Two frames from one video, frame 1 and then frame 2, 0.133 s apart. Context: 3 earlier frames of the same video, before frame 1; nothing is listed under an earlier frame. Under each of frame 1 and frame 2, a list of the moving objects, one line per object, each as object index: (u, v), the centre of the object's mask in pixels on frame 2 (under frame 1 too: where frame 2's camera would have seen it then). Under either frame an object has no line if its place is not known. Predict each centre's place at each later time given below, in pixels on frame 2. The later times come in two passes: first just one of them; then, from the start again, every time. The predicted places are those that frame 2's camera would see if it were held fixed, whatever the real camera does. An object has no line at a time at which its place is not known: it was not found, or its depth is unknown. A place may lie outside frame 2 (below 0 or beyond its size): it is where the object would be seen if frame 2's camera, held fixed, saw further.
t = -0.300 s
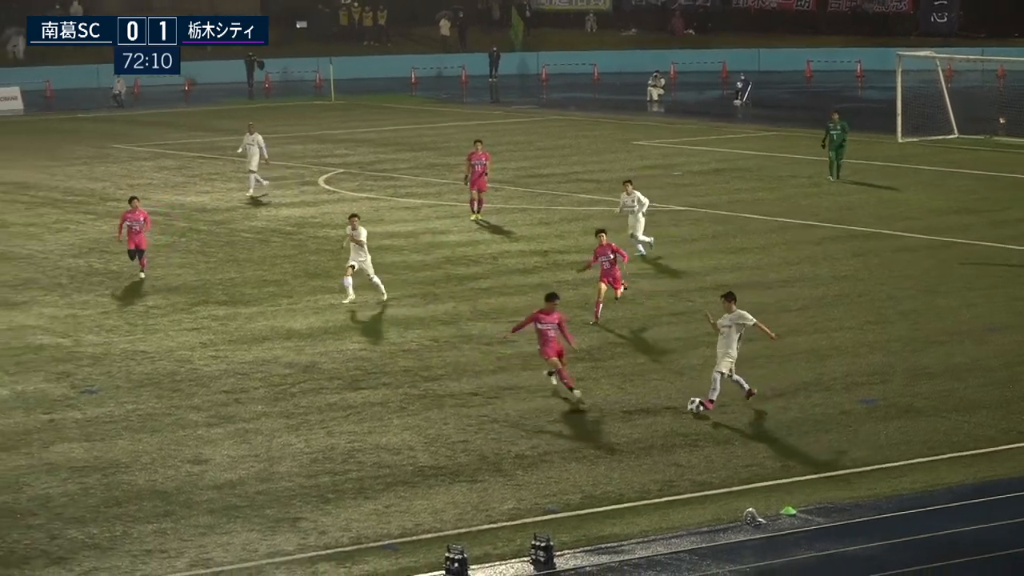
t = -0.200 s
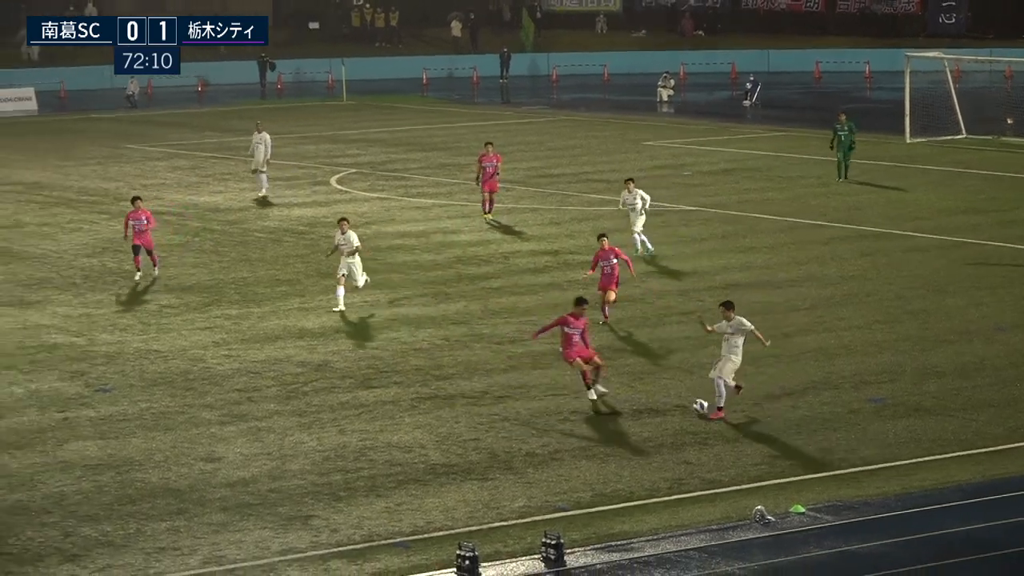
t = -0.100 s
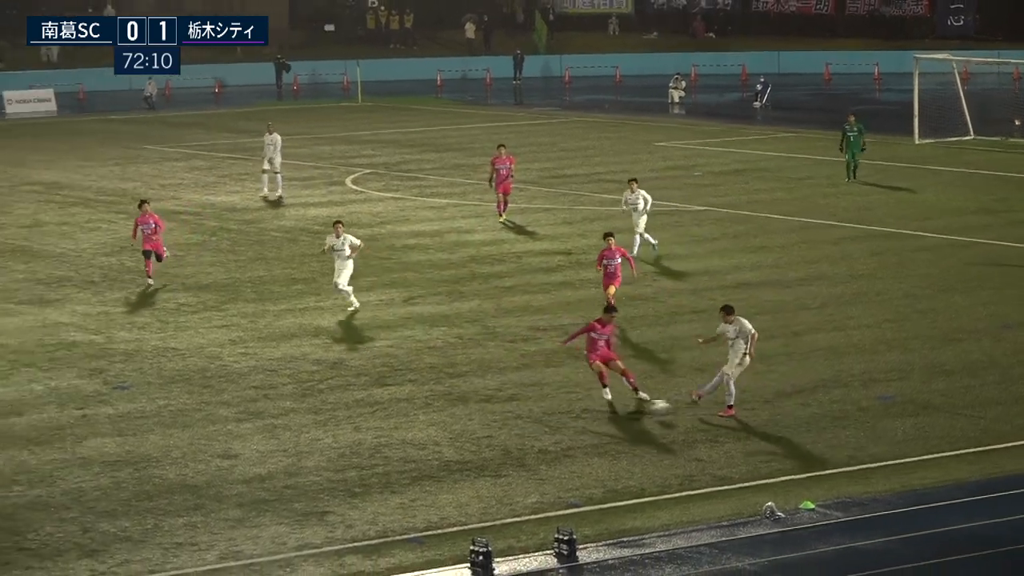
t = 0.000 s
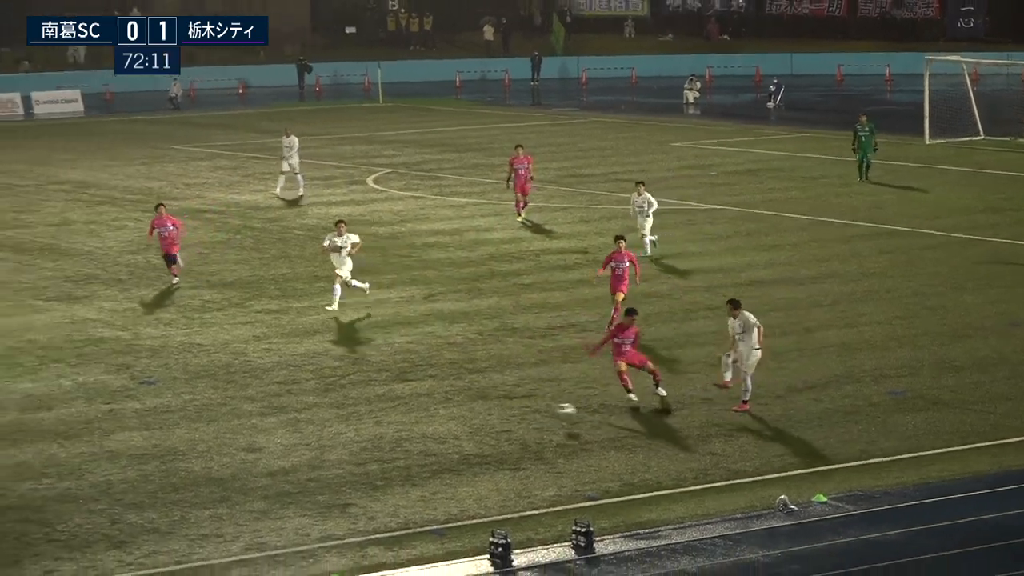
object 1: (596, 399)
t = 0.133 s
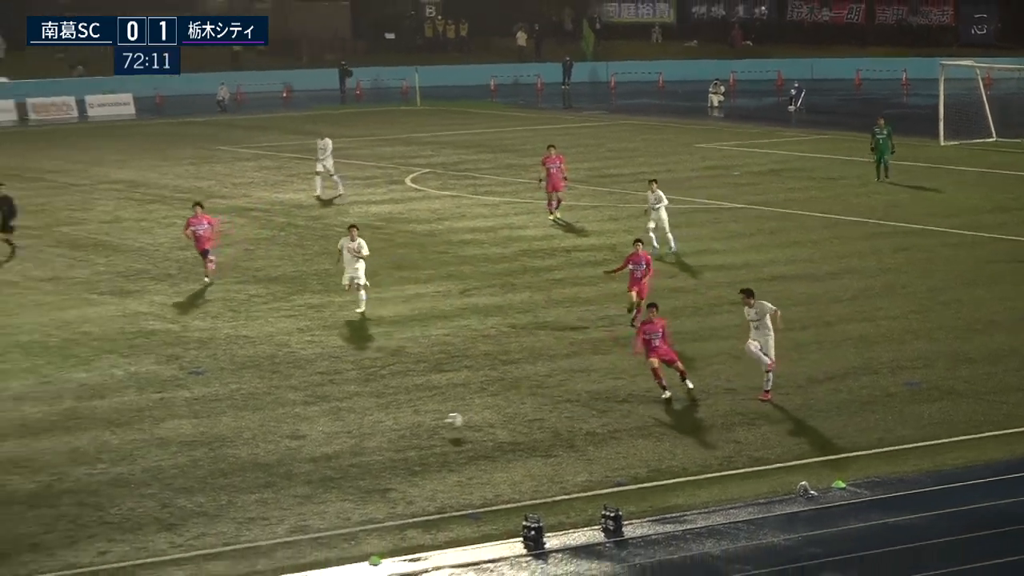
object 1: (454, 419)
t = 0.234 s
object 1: (347, 440)
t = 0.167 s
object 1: (419, 427)
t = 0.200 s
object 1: (382, 436)
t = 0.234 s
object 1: (347, 440)
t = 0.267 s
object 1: (311, 440)
